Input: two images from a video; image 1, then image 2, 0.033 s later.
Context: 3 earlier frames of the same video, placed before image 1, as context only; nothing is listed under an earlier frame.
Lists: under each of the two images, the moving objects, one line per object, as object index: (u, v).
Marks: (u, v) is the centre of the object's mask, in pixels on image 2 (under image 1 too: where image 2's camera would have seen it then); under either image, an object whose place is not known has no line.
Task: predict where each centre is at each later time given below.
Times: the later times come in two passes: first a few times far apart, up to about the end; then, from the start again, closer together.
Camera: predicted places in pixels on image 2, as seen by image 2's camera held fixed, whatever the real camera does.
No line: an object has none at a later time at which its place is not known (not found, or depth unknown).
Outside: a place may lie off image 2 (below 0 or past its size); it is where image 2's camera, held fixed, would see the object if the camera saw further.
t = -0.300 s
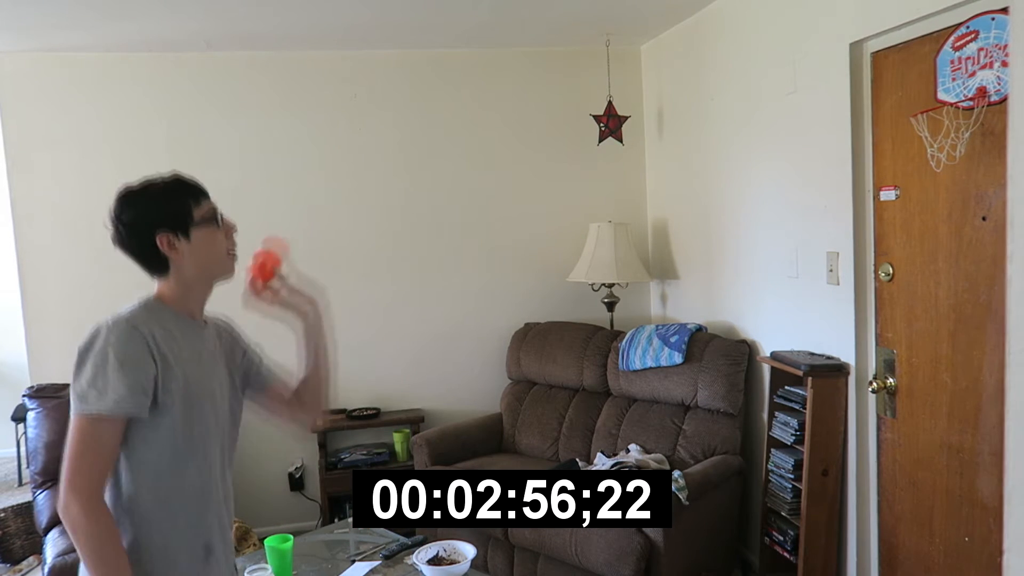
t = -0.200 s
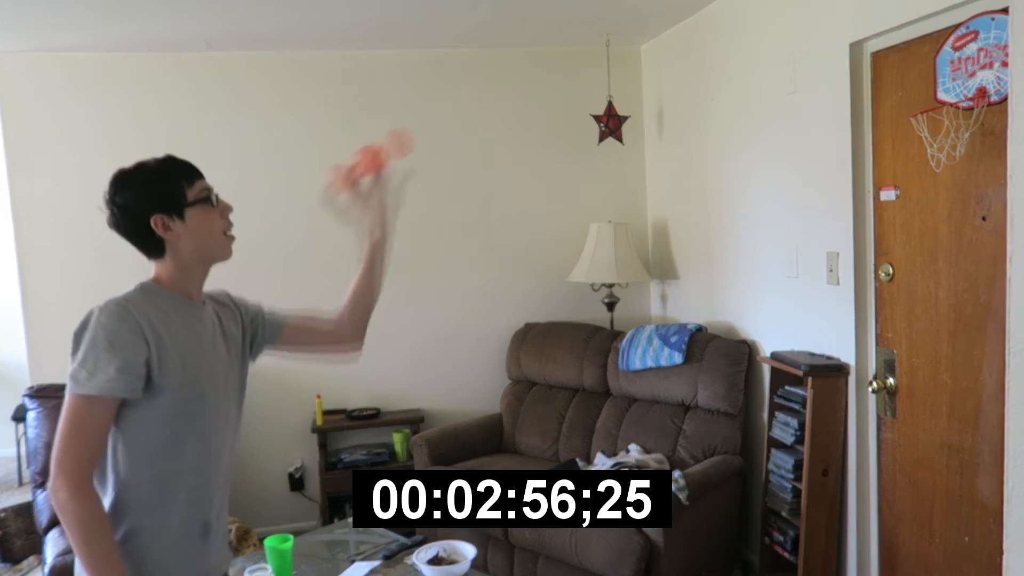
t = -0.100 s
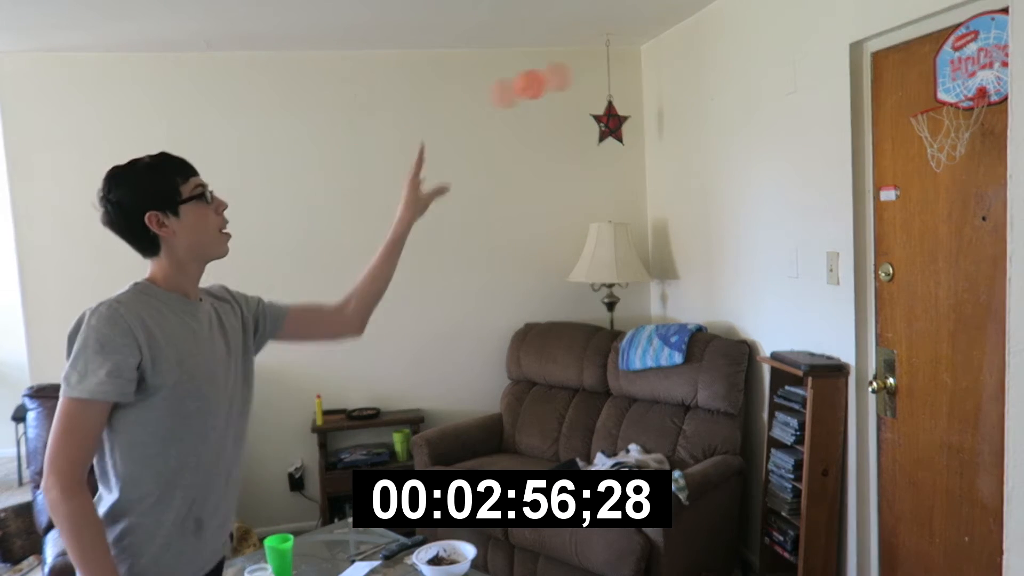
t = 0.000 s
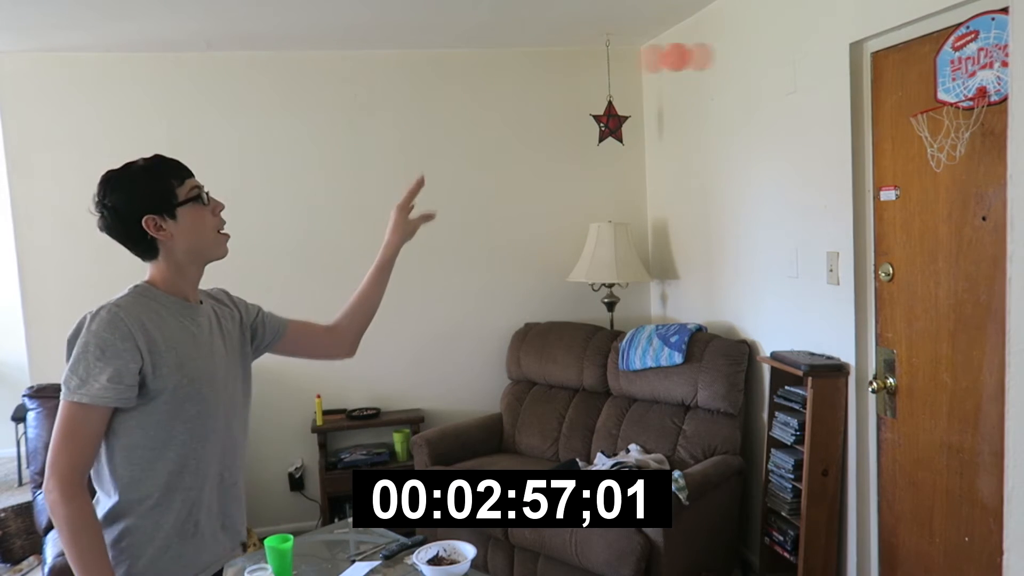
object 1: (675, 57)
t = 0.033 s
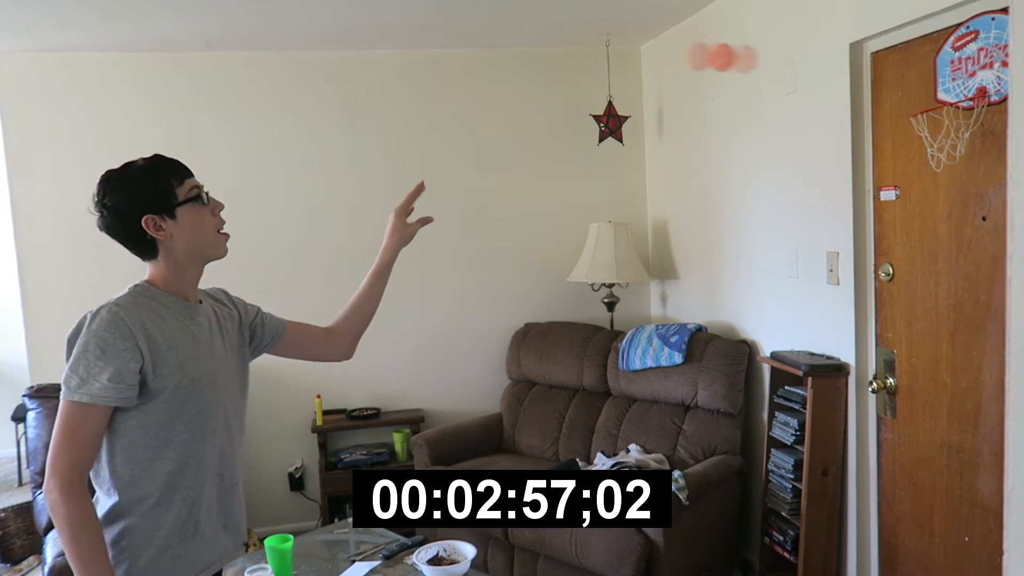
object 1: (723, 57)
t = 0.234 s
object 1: (922, 125)
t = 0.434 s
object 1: (933, 64)
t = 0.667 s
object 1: (950, 168)
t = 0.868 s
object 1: (962, 390)
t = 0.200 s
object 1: (915, 122)
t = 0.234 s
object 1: (922, 125)
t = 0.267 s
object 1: (923, 110)
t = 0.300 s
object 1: (924, 93)
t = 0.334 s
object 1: (926, 79)
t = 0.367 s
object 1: (928, 70)
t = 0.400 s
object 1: (931, 65)
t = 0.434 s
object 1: (933, 64)
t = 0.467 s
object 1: (936, 67)
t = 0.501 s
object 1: (937, 75)
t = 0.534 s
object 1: (939, 86)
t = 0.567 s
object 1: (941, 100)
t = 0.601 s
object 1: (945, 120)
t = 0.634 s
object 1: (948, 141)
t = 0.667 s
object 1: (950, 168)
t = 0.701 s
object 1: (952, 195)
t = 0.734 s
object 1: (953, 227)
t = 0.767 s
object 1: (956, 267)
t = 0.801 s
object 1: (959, 310)
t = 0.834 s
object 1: (960, 345)
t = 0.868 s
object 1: (962, 390)
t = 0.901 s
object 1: (962, 439)
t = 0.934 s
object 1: (961, 491)
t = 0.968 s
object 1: (962, 546)
